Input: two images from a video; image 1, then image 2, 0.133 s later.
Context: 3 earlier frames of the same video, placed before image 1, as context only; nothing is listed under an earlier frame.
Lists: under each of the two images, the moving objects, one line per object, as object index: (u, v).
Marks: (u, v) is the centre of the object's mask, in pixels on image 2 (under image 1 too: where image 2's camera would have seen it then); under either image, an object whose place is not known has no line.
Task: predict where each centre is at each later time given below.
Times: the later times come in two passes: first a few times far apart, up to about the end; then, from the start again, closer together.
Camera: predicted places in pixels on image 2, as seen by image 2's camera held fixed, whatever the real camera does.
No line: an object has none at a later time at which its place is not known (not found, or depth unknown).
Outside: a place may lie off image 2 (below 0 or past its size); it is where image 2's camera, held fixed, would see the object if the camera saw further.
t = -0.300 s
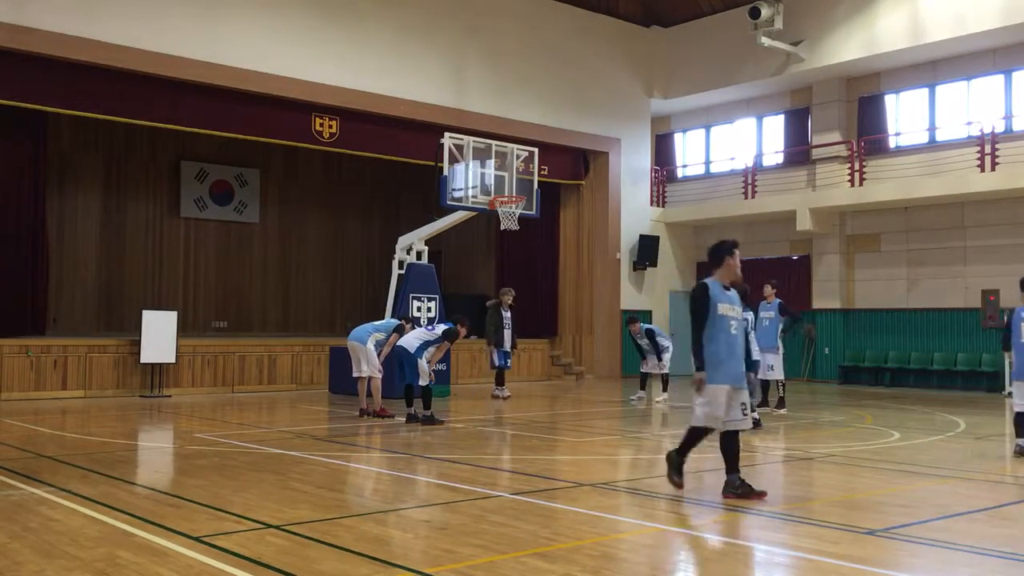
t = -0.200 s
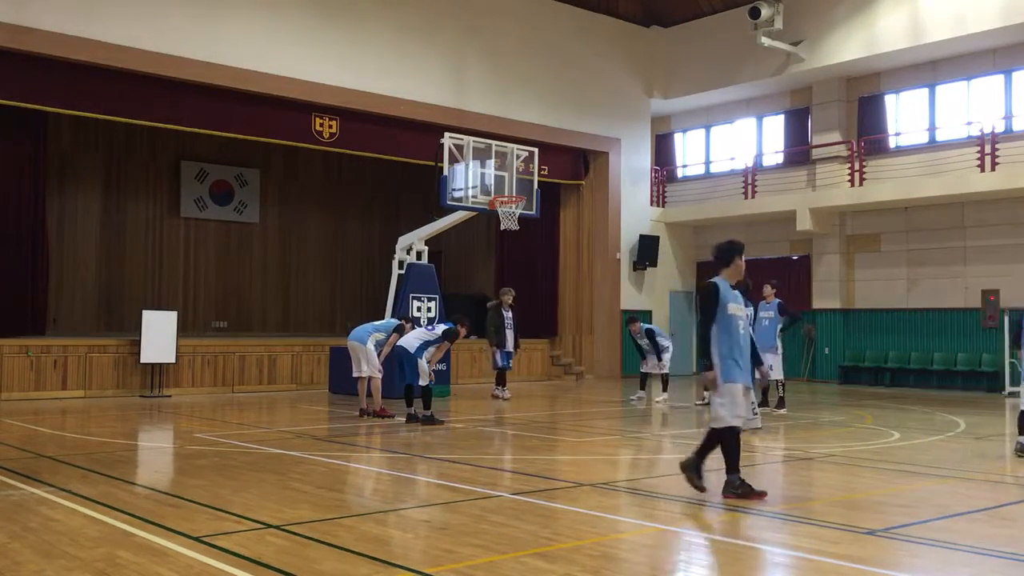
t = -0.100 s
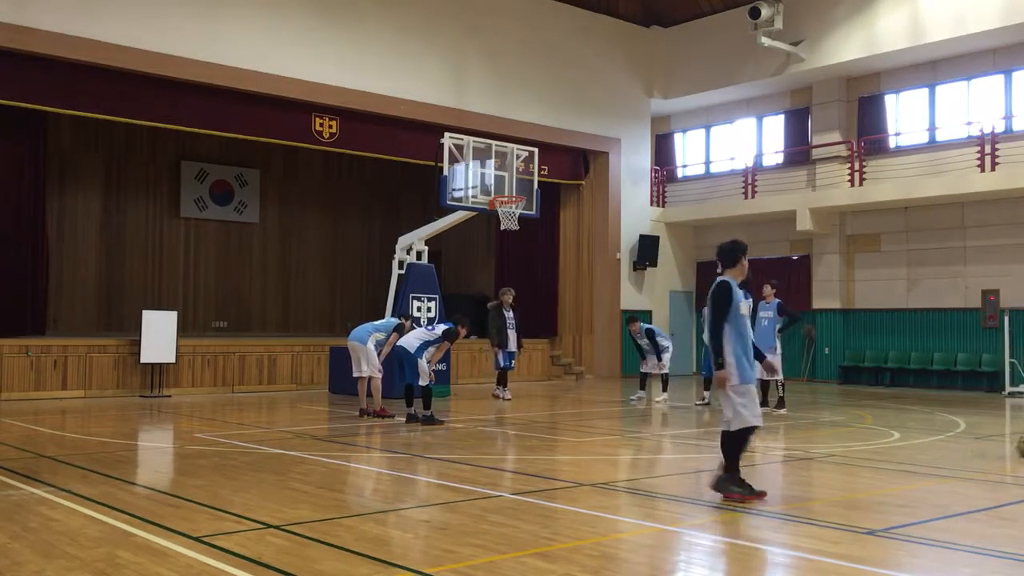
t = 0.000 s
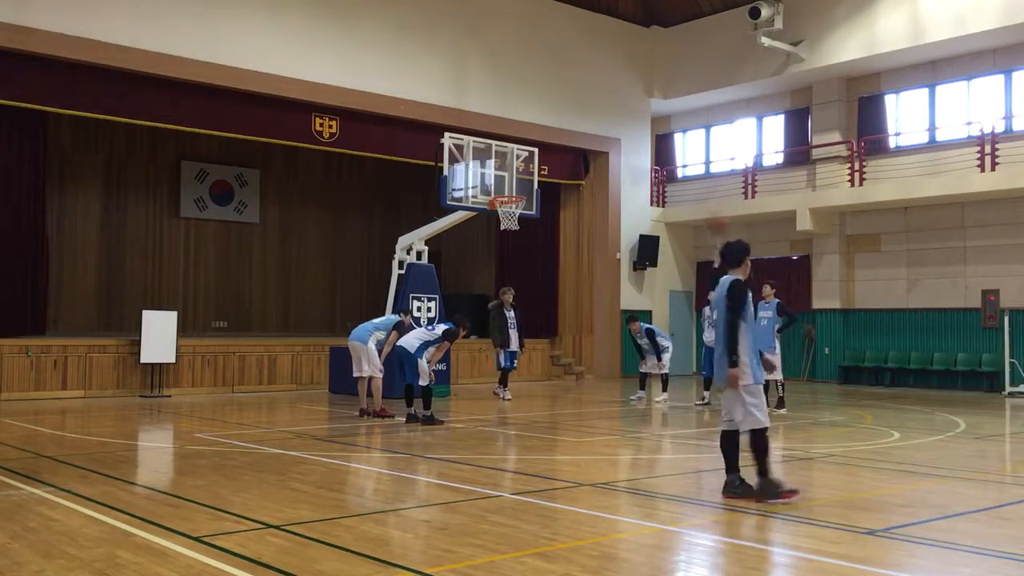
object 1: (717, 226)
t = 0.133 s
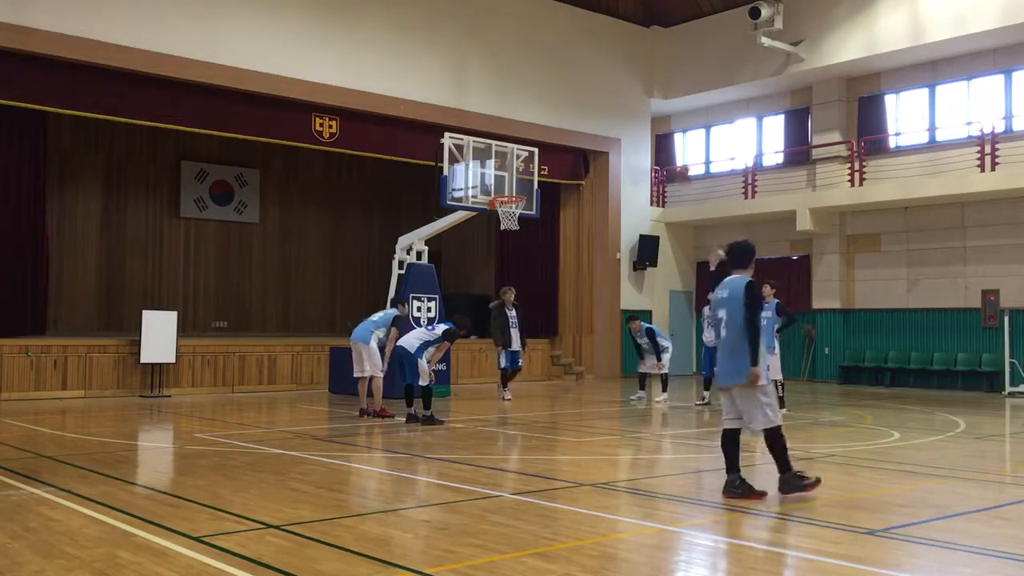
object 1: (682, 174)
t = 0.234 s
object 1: (658, 145)
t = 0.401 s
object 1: (618, 121)
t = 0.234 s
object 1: (658, 145)
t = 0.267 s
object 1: (650, 139)
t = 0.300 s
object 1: (641, 133)
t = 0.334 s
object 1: (633, 128)
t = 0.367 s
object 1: (625, 123)
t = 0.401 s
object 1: (618, 121)
